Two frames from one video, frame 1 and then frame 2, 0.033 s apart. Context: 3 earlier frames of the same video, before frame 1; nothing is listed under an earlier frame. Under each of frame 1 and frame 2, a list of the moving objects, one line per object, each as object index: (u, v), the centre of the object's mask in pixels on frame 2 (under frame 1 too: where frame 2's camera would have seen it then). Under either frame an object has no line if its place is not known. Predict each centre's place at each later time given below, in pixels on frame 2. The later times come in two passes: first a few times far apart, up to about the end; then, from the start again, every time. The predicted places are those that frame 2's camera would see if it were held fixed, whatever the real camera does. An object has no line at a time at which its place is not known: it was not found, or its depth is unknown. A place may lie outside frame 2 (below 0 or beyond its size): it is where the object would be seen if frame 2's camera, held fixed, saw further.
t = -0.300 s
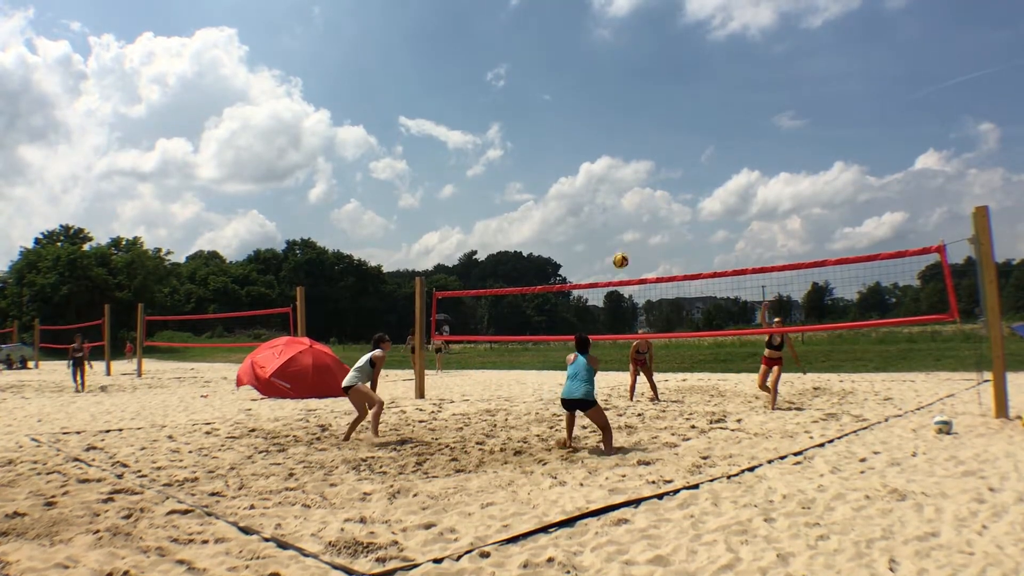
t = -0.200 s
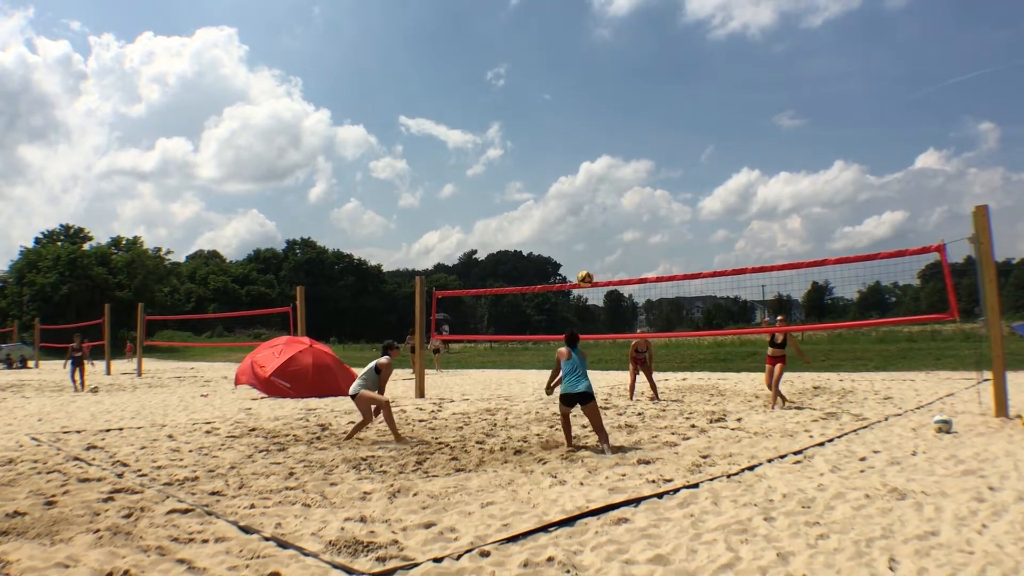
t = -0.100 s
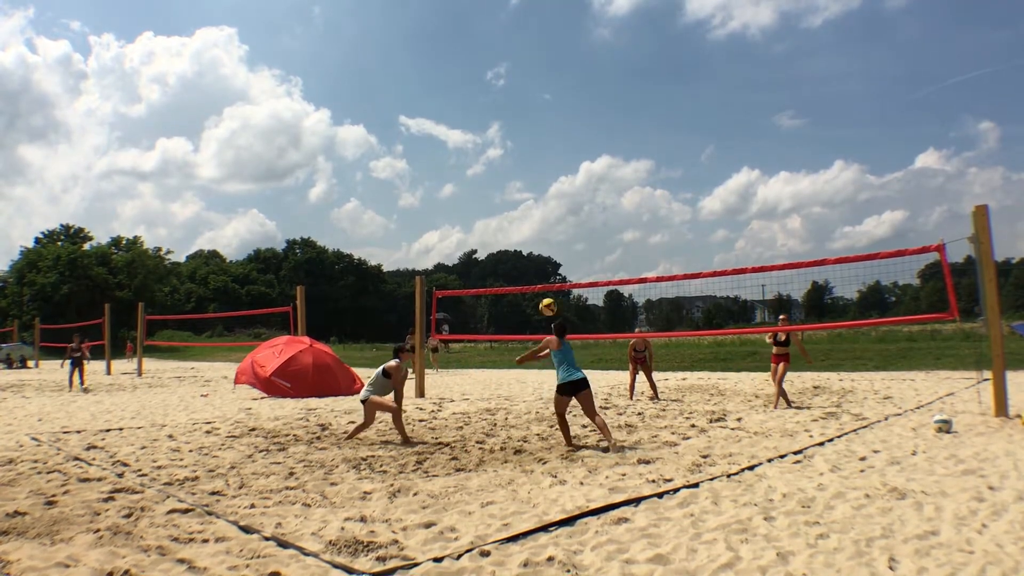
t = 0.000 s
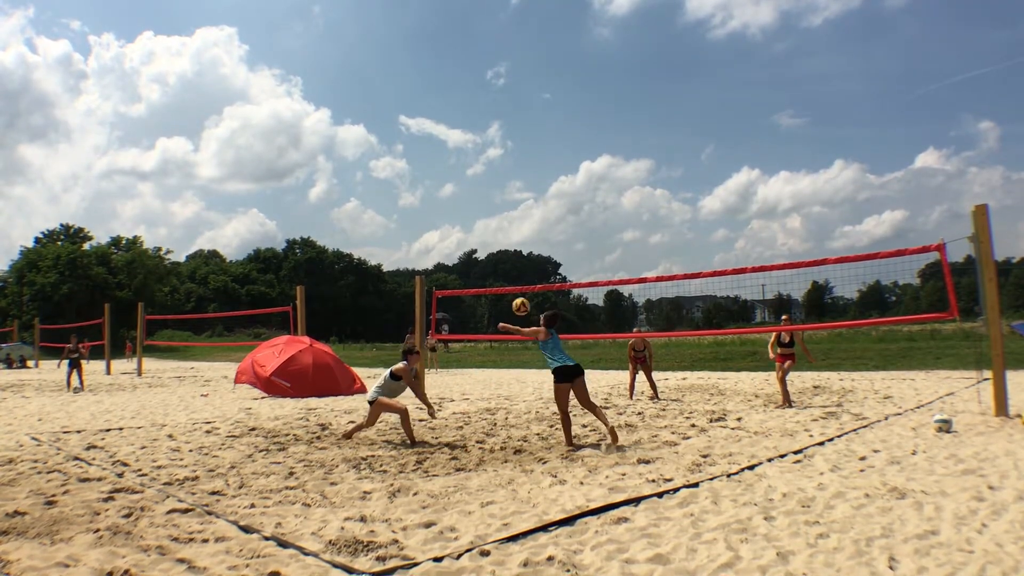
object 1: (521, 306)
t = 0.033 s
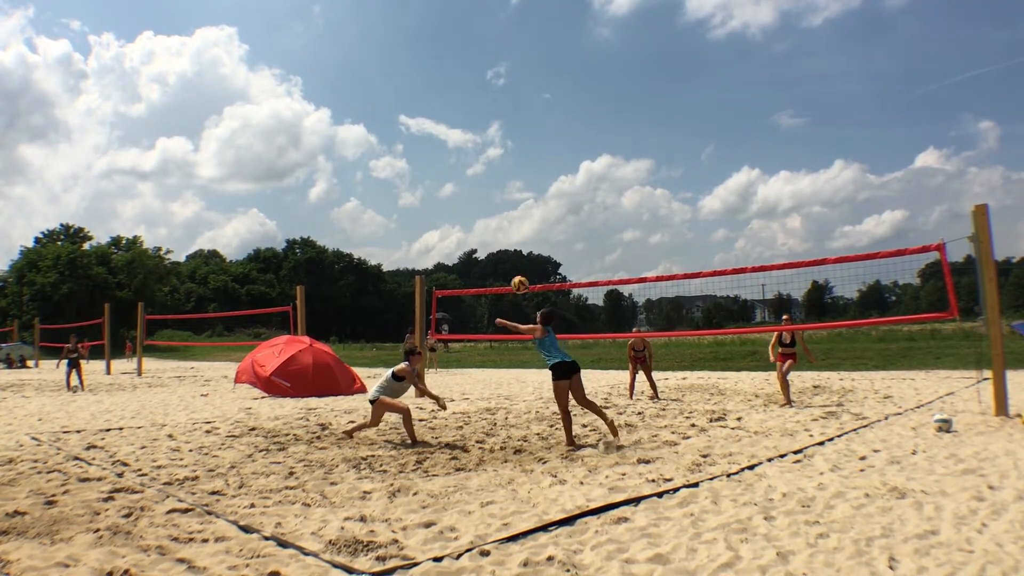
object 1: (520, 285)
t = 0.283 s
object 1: (512, 165)
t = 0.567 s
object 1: (507, 102)
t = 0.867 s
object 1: (505, 100)
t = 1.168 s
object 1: (505, 155)
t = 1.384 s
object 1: (509, 226)
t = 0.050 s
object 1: (519, 275)
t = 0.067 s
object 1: (518, 265)
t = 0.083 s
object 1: (518, 255)
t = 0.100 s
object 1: (517, 246)
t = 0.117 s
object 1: (517, 237)
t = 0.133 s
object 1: (516, 228)
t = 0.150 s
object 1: (516, 220)
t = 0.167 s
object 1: (516, 212)
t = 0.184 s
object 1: (515, 205)
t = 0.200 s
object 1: (515, 197)
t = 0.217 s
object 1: (514, 191)
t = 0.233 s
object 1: (513, 184)
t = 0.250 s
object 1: (513, 178)
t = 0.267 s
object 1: (513, 172)
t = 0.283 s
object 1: (512, 165)
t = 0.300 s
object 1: (512, 160)
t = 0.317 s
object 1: (511, 155)
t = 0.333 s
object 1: (511, 149)
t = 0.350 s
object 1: (511, 145)
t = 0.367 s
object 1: (511, 140)
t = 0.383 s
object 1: (510, 136)
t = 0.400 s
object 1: (510, 132)
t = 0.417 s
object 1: (509, 128)
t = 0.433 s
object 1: (509, 124)
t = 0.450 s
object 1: (508, 121)
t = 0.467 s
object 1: (508, 117)
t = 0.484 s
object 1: (508, 114)
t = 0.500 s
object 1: (508, 112)
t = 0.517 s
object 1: (508, 109)
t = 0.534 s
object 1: (507, 107)
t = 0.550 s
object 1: (507, 104)
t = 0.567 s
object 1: (507, 102)
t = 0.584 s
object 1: (507, 101)
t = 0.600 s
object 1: (506, 99)
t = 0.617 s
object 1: (506, 98)
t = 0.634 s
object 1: (506, 97)
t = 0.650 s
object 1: (506, 96)
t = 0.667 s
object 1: (506, 95)
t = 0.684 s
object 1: (505, 95)
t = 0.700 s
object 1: (506, 94)
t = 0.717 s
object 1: (505, 94)
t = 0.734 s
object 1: (505, 94)
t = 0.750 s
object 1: (505, 94)
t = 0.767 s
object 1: (505, 95)
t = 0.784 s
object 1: (505, 95)
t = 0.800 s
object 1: (505, 96)
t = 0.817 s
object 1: (504, 96)
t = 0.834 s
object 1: (505, 98)
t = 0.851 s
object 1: (504, 99)
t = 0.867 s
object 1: (505, 100)
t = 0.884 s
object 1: (504, 102)
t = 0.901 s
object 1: (504, 103)
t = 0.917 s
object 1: (504, 105)
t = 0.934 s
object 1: (504, 108)
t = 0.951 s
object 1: (504, 110)
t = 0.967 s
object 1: (504, 112)
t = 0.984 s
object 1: (504, 115)
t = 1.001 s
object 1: (504, 118)
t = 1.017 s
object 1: (504, 121)
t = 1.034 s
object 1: (504, 124)
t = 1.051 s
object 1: (504, 127)
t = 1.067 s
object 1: (504, 131)
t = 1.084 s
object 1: (505, 134)
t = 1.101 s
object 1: (504, 138)
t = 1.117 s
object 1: (505, 142)
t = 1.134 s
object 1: (505, 146)
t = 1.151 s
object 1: (505, 150)
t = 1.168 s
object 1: (505, 155)
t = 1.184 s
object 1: (505, 159)
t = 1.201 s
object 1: (506, 164)
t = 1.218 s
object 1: (506, 169)
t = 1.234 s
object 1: (506, 174)
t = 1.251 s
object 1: (506, 179)
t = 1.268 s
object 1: (506, 184)
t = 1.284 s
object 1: (507, 189)
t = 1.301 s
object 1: (507, 195)
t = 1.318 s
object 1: (507, 201)
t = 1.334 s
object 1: (508, 207)
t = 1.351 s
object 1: (508, 213)
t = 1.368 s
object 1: (508, 219)
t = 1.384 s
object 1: (509, 226)
